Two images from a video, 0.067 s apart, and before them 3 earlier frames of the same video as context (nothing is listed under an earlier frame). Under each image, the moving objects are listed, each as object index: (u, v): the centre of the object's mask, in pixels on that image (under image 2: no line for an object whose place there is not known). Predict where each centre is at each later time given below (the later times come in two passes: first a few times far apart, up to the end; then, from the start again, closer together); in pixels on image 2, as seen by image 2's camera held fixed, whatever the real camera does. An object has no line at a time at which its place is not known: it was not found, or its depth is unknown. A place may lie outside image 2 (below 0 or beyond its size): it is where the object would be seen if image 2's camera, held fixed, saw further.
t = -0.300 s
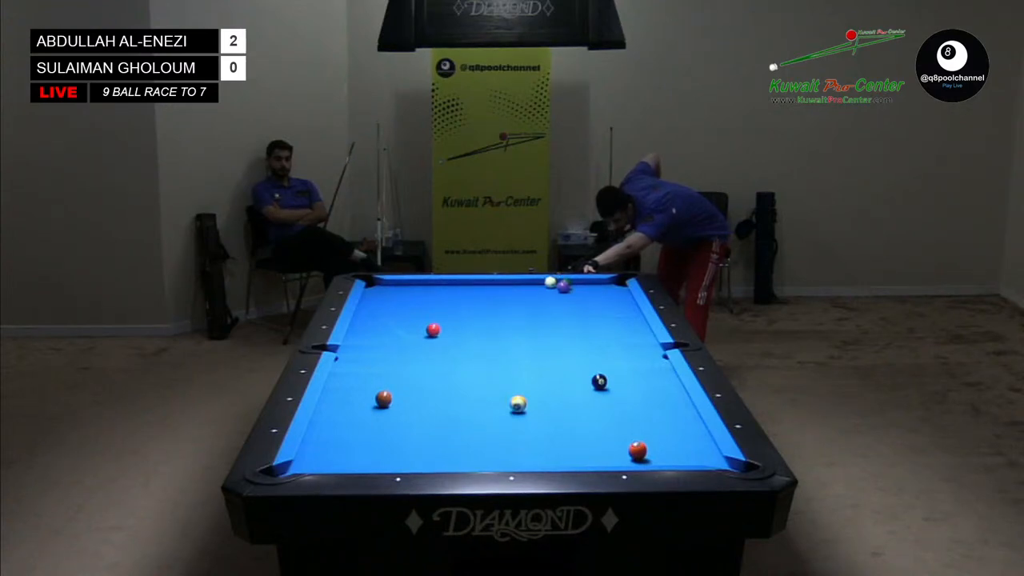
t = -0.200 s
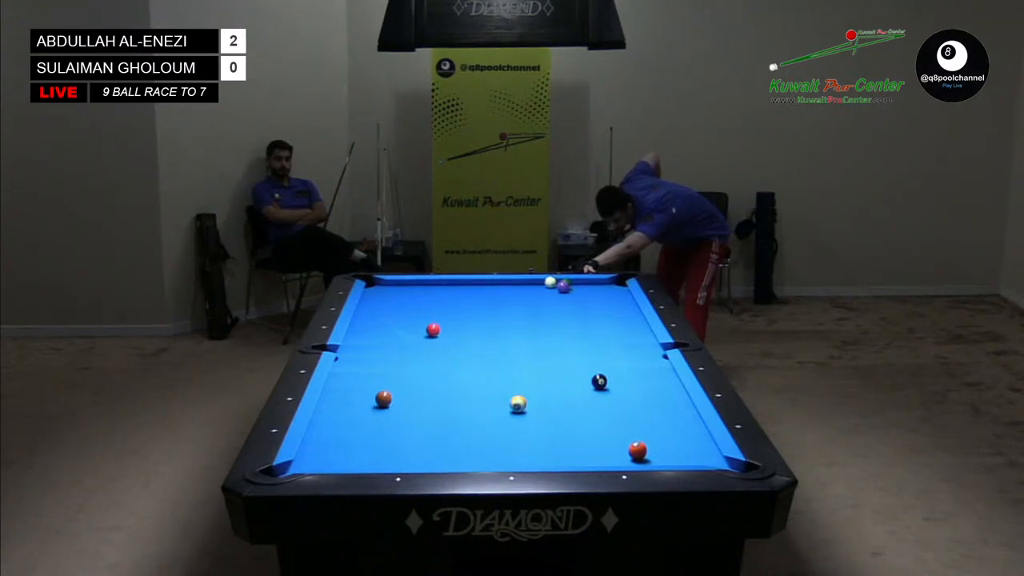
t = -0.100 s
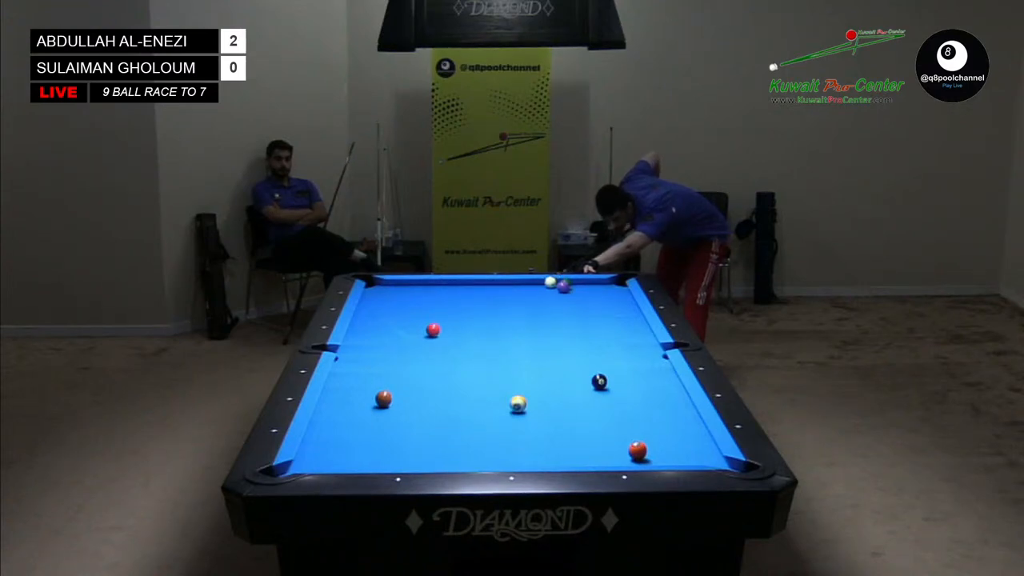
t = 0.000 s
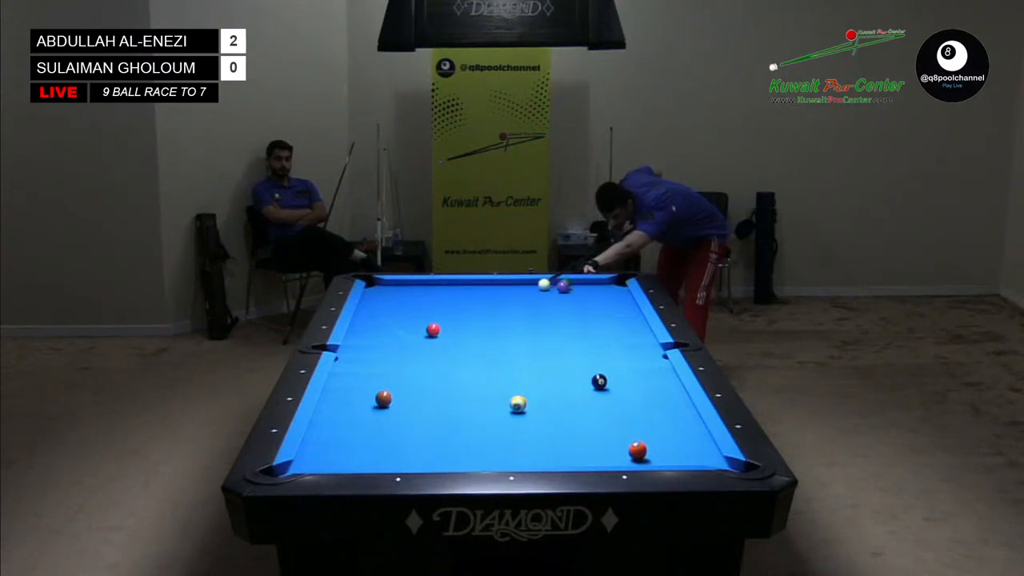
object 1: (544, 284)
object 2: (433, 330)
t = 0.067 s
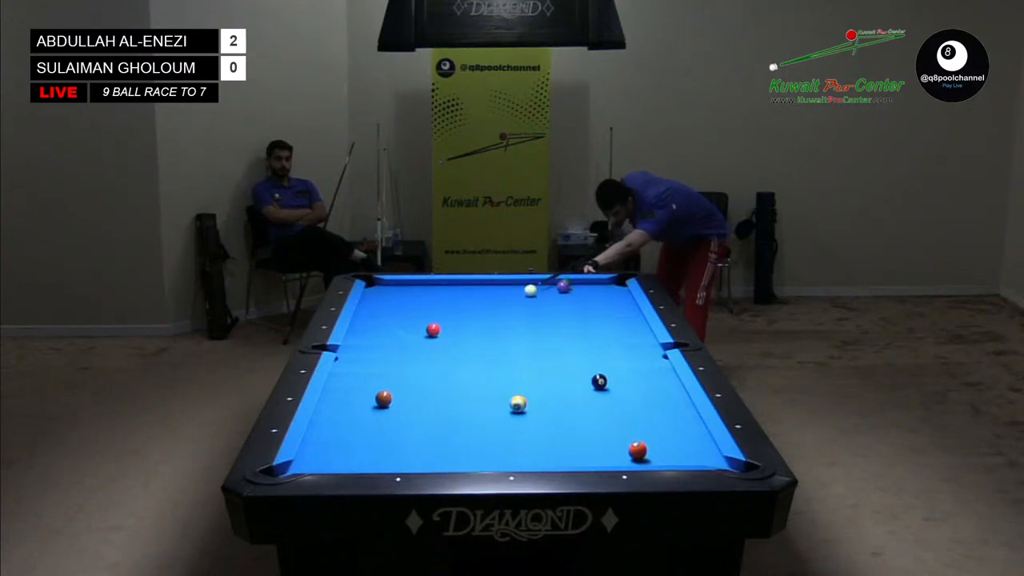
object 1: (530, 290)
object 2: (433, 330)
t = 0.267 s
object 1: (480, 312)
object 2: (433, 330)
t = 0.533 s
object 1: (457, 335)
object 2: (373, 342)
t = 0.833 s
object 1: (465, 354)
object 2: (344, 349)
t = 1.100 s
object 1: (470, 376)
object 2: (362, 352)
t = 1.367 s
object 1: (475, 400)
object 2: (378, 354)
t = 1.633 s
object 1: (479, 423)
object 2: (391, 356)
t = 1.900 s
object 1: (485, 453)
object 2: (406, 358)
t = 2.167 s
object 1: (489, 456)
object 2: (420, 360)
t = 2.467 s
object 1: (491, 440)
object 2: (432, 362)
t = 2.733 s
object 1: (493, 426)
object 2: (443, 364)
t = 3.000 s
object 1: (494, 413)
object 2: (452, 365)
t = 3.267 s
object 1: (495, 401)
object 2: (461, 366)
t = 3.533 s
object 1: (495, 391)
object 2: (468, 367)
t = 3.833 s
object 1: (496, 381)
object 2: (475, 368)
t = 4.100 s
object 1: (496, 372)
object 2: (480, 368)
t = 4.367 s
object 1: (501, 366)
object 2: (480, 368)
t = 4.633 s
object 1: (507, 360)
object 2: (478, 368)
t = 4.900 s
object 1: (513, 354)
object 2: (477, 368)
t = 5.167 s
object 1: (518, 349)
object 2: (477, 368)
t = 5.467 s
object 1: (523, 344)
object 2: (477, 368)
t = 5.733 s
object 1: (527, 340)
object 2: (477, 368)
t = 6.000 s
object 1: (531, 336)
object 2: (477, 368)
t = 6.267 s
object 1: (534, 333)
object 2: (477, 368)
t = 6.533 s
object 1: (537, 330)
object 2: (477, 368)
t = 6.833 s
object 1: (539, 328)
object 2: (477, 368)
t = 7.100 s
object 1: (541, 325)
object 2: (477, 368)
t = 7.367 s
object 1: (543, 323)
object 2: (477, 368)
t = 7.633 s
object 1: (544, 322)
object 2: (477, 368)
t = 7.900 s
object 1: (545, 321)
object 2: (477, 368)
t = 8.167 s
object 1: (545, 320)
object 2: (477, 368)
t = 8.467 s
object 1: (545, 319)
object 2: (477, 368)
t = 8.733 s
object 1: (545, 319)
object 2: (477, 368)
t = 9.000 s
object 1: (545, 318)
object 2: (477, 368)
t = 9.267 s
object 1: (545, 318)
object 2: (477, 368)
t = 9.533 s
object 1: (545, 318)
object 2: (477, 368)
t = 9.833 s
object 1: (545, 318)
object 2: (477, 368)
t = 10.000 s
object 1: (545, 318)
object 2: (477, 368)
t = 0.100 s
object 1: (521, 294)
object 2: (433, 330)
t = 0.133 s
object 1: (511, 298)
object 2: (433, 330)
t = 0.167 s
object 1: (501, 303)
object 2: (433, 330)
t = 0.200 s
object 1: (496, 305)
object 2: (433, 330)
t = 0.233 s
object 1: (491, 307)
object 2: (433, 330)
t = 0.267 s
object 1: (480, 312)
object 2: (433, 330)
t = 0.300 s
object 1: (469, 316)
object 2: (433, 330)
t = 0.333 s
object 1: (464, 319)
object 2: (433, 330)
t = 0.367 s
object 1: (453, 323)
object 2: (433, 330)
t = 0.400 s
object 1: (445, 328)
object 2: (429, 331)
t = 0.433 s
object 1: (447, 329)
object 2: (421, 332)
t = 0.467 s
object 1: (451, 331)
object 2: (404, 336)
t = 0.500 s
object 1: (454, 333)
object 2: (388, 339)
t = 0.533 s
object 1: (457, 335)
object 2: (373, 342)
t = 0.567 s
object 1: (460, 337)
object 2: (357, 345)
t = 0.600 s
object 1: (461, 338)
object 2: (350, 346)
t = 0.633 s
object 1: (462, 340)
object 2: (345, 348)
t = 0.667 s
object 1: (463, 342)
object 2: (340, 351)
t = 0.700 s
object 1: (464, 345)
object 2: (339, 352)
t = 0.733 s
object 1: (464, 346)
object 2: (340, 351)
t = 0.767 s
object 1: (465, 349)
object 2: (341, 349)
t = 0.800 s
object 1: (465, 352)
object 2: (344, 348)
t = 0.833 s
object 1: (465, 354)
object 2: (344, 349)
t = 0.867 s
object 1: (466, 357)
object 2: (347, 349)
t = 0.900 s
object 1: (467, 360)
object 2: (350, 349)
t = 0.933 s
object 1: (467, 363)
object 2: (352, 350)
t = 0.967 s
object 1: (468, 364)
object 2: (354, 350)
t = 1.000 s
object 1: (468, 367)
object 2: (356, 351)
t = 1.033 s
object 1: (469, 369)
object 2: (357, 351)
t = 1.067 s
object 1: (469, 372)
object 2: (359, 352)
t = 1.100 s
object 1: (470, 376)
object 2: (362, 352)
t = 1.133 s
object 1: (470, 377)
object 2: (363, 352)
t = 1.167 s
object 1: (471, 381)
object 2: (366, 352)
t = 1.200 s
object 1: (471, 384)
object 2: (368, 352)
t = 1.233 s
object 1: (472, 386)
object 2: (369, 353)
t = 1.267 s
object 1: (473, 389)
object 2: (371, 353)
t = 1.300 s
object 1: (473, 393)
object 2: (374, 353)
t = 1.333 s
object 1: (474, 396)
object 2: (376, 354)
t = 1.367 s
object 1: (475, 400)
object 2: (378, 354)
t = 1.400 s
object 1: (475, 401)
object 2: (379, 354)
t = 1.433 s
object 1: (475, 403)
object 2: (381, 354)
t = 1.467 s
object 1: (476, 407)
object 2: (383, 355)
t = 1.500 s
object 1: (477, 411)
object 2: (385, 355)
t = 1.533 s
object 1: (477, 413)
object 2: (386, 355)
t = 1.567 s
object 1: (478, 417)
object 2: (388, 356)
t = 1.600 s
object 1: (479, 421)
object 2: (391, 356)
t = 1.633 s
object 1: (479, 423)
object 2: (391, 356)
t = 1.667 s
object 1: (480, 427)
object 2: (394, 357)
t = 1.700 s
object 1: (481, 431)
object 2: (396, 357)
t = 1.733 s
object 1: (481, 435)
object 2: (398, 357)
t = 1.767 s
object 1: (482, 439)
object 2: (400, 357)
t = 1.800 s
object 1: (483, 442)
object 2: (401, 358)
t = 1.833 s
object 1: (483, 444)
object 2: (402, 358)
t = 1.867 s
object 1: (484, 448)
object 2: (404, 358)
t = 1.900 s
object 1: (485, 453)
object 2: (406, 358)
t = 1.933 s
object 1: (485, 455)
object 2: (407, 359)
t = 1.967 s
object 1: (486, 458)
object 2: (409, 359)
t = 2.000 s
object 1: (487, 461)
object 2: (411, 359)
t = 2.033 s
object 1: (487, 462)
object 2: (412, 359)
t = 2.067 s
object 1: (488, 461)
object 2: (414, 360)
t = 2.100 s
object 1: (488, 460)
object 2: (416, 360)
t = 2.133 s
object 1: (489, 458)
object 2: (418, 360)
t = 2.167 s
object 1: (489, 456)
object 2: (420, 360)
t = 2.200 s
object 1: (489, 455)
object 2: (421, 361)
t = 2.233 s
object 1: (489, 454)
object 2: (421, 361)
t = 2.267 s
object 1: (490, 451)
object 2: (423, 361)
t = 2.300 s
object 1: (490, 449)
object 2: (425, 361)
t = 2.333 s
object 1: (490, 448)
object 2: (426, 361)
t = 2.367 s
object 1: (490, 445)
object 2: (428, 362)
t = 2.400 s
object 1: (491, 443)
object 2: (429, 362)
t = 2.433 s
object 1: (491, 442)
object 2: (430, 362)
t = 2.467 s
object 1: (491, 440)
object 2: (432, 362)
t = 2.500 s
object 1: (491, 437)
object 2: (434, 362)
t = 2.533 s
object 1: (492, 435)
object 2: (436, 362)
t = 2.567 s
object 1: (492, 433)
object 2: (437, 363)
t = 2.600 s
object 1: (492, 432)
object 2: (438, 363)
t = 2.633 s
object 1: (492, 431)
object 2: (439, 363)
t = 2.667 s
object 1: (492, 429)
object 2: (440, 363)
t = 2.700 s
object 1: (493, 427)
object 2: (442, 364)
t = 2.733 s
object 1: (493, 426)
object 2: (443, 364)
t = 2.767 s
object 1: (493, 424)
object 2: (444, 364)
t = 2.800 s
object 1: (493, 422)
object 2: (445, 364)
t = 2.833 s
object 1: (493, 421)
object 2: (446, 364)
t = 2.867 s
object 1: (493, 419)
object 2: (448, 365)
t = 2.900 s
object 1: (494, 417)
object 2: (449, 365)
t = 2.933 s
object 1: (494, 415)
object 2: (450, 365)
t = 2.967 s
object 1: (494, 413)
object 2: (452, 365)
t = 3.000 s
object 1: (494, 413)
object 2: (452, 365)
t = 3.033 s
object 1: (494, 412)
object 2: (453, 366)
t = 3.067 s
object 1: (494, 410)
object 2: (455, 366)
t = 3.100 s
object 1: (494, 408)
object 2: (456, 366)
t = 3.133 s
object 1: (494, 407)
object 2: (457, 366)
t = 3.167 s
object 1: (494, 406)
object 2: (458, 366)
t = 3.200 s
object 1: (494, 404)
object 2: (459, 366)
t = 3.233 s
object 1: (494, 403)
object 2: (460, 366)
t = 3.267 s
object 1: (495, 401)
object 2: (461, 366)
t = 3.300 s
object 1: (495, 400)
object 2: (462, 367)
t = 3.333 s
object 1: (495, 398)
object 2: (463, 367)
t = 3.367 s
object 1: (495, 397)
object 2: (464, 367)
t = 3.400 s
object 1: (495, 396)
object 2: (465, 367)
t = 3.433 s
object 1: (495, 395)
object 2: (466, 367)
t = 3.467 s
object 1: (495, 394)
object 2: (467, 367)
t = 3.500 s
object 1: (495, 392)
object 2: (468, 367)
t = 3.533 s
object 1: (495, 391)
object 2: (468, 367)
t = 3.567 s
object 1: (495, 390)
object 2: (469, 367)
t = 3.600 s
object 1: (495, 389)
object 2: (470, 367)
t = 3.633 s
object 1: (495, 388)
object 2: (471, 368)
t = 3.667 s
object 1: (495, 386)
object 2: (472, 367)
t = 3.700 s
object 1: (496, 385)
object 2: (472, 368)
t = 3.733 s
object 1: (496, 384)
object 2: (474, 368)
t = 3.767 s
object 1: (496, 382)
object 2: (474, 368)
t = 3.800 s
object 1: (496, 382)
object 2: (475, 368)
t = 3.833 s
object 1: (496, 381)
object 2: (475, 368)
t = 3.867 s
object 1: (496, 380)
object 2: (476, 368)
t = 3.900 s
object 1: (496, 378)
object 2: (477, 368)
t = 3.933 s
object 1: (496, 378)
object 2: (477, 368)
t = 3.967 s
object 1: (496, 377)
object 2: (478, 368)
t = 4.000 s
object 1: (496, 376)
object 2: (479, 368)
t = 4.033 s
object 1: (496, 375)
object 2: (479, 368)
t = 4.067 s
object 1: (496, 374)
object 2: (480, 368)
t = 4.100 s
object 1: (496, 372)
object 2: (480, 368)
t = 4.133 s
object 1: (497, 371)
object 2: (481, 368)
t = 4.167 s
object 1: (497, 370)
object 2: (481, 368)
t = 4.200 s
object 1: (497, 370)
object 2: (482, 368)
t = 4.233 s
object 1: (497, 369)
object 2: (482, 368)
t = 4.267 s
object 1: (498, 368)
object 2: (481, 368)
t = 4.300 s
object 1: (499, 367)
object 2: (481, 368)
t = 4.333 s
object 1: (500, 367)
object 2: (481, 368)
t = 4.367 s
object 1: (501, 366)
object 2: (480, 368)
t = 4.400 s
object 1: (502, 365)
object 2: (480, 368)
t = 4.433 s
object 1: (502, 364)
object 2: (480, 368)
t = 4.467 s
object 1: (503, 363)
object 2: (480, 368)
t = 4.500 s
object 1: (504, 362)
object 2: (479, 368)
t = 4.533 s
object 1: (505, 362)
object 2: (479, 368)
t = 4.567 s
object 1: (506, 361)
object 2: (479, 368)
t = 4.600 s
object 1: (506, 360)
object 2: (479, 368)
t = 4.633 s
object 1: (507, 360)
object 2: (478, 368)
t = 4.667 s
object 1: (508, 359)
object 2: (478, 368)
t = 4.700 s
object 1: (509, 358)
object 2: (478, 368)
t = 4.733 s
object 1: (509, 358)
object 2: (478, 368)
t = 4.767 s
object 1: (510, 357)
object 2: (478, 368)
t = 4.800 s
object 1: (511, 356)
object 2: (477, 368)
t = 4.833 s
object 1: (511, 355)
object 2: (477, 368)
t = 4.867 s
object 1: (512, 355)
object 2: (477, 368)
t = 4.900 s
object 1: (513, 354)
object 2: (477, 368)
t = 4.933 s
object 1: (514, 353)
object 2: (477, 367)
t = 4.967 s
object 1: (514, 352)
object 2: (477, 368)
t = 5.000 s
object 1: (515, 352)
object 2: (477, 368)
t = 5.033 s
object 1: (515, 351)
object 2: (477, 368)
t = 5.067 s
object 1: (516, 351)
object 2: (477, 368)
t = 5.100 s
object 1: (517, 350)
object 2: (477, 368)
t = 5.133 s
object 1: (517, 350)
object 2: (477, 368)
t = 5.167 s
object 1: (518, 349)
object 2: (477, 368)
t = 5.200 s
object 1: (518, 348)
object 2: (477, 368)
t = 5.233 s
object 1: (519, 348)
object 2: (477, 368)
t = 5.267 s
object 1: (519, 347)
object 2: (477, 368)
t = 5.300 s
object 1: (520, 346)
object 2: (477, 368)
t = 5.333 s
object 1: (521, 346)
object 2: (477, 368)
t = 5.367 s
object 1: (521, 345)
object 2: (477, 368)
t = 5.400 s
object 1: (522, 345)
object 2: (477, 368)
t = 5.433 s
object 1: (522, 345)
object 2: (477, 368)
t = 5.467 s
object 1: (523, 344)
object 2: (477, 368)
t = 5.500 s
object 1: (524, 343)
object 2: (477, 368)
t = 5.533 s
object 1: (524, 343)
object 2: (477, 368)
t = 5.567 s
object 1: (524, 342)
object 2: (477, 368)
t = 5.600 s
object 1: (525, 342)
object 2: (477, 368)
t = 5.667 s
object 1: (526, 341)
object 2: (477, 367)
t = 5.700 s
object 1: (527, 340)
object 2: (477, 368)
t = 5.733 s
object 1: (527, 340)
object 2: (477, 368)
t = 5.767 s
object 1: (528, 339)
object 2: (477, 368)
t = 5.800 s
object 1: (528, 339)
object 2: (477, 368)
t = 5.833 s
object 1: (528, 339)
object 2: (477, 368)
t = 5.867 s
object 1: (529, 338)
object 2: (477, 368)
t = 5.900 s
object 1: (529, 338)
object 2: (477, 368)
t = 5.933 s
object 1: (530, 337)
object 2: (477, 367)
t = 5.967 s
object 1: (530, 337)
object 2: (477, 368)
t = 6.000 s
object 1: (531, 336)
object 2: (477, 368)
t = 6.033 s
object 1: (531, 336)
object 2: (477, 368)
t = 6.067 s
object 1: (531, 336)
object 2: (477, 368)
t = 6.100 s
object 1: (532, 335)
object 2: (477, 368)
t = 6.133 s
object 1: (532, 335)
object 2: (477, 368)
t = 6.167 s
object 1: (533, 334)
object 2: (477, 368)
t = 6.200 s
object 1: (533, 334)
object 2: (477, 368)
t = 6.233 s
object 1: (533, 334)
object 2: (477, 368)
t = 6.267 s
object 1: (534, 333)
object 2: (477, 368)
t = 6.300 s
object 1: (534, 333)
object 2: (477, 368)
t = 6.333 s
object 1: (535, 332)
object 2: (477, 368)
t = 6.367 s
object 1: (535, 332)
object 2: (477, 368)
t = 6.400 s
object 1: (535, 332)
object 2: (477, 368)
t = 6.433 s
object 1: (535, 332)
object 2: (477, 368)
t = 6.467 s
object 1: (536, 331)
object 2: (477, 368)
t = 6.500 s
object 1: (537, 331)
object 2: (477, 368)
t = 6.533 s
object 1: (537, 330)
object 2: (477, 368)
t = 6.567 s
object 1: (537, 330)
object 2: (477, 368)
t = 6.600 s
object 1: (537, 330)
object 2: (477, 368)
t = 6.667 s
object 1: (538, 329)
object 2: (477, 368)
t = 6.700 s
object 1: (538, 329)
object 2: (477, 368)
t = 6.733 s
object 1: (538, 329)
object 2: (477, 368)
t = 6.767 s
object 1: (539, 328)
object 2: (477, 368)
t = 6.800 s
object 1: (539, 328)
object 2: (477, 368)
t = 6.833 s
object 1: (539, 328)
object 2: (477, 368)
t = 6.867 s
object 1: (540, 327)
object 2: (477, 368)
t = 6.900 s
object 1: (540, 327)
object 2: (477, 368)
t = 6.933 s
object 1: (540, 326)
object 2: (477, 368)
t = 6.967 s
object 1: (541, 326)
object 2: (477, 368)
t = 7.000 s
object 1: (541, 326)
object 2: (477, 368)
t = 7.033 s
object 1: (541, 326)
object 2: (477, 368)
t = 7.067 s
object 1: (541, 325)
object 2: (477, 368)
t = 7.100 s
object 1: (541, 325)
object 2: (477, 368)
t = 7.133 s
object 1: (542, 325)
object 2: (477, 368)
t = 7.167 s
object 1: (542, 325)
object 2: (477, 368)
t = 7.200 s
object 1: (542, 324)
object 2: (477, 368)
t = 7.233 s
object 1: (542, 324)
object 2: (477, 368)
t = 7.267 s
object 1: (542, 324)
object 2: (477, 368)
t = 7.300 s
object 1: (543, 324)
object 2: (477, 368)
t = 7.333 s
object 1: (543, 323)
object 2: (477, 368)
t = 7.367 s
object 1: (543, 323)
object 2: (477, 368)
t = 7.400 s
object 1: (543, 323)
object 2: (477, 368)
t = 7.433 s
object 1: (543, 323)
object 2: (477, 368)
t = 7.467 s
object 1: (544, 323)
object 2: (477, 368)
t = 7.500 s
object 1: (544, 323)
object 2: (477, 368)
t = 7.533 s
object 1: (544, 322)
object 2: (477, 368)
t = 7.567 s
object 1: (544, 322)
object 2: (477, 368)
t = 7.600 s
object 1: (544, 322)
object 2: (477, 368)
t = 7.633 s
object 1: (544, 322)
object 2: (477, 368)
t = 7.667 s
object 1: (544, 322)
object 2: (477, 368)
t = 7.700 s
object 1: (544, 322)
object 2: (477, 368)
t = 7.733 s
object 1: (545, 321)
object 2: (477, 368)
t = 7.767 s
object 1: (545, 321)
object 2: (477, 368)
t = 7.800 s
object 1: (545, 321)
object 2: (477, 368)
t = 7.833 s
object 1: (545, 321)
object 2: (477, 368)
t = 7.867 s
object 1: (545, 321)
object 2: (477, 368)
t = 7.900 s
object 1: (545, 321)
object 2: (477, 368)
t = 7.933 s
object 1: (545, 320)
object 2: (477, 368)
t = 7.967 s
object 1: (545, 320)
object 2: (477, 368)
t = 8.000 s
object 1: (545, 320)
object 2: (477, 368)
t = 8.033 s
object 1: (545, 320)
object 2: (477, 368)
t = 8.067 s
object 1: (545, 320)
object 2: (477, 368)
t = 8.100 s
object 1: (545, 320)
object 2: (477, 368)
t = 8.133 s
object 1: (545, 320)
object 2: (477, 368)
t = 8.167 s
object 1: (545, 320)
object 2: (477, 368)
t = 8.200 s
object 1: (545, 319)
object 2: (477, 368)
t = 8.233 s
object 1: (545, 319)
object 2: (477, 368)
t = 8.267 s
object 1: (545, 319)
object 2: (477, 368)
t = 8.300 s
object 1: (545, 319)
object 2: (477, 368)
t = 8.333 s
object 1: (545, 319)
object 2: (477, 368)
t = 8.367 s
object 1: (545, 319)
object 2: (477, 368)
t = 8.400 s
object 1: (545, 319)
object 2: (477, 368)
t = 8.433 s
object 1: (545, 319)
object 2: (477, 368)
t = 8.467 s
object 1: (545, 319)
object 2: (477, 368)
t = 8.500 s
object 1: (545, 319)
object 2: (477, 368)
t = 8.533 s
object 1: (545, 319)
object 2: (477, 368)
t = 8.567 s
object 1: (545, 319)
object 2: (477, 368)
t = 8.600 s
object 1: (545, 319)
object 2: (477, 368)
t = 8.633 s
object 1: (545, 319)
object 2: (477, 368)
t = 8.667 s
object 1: (545, 319)
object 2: (477, 368)
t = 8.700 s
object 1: (545, 319)
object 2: (477, 368)
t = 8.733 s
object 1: (545, 319)
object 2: (477, 368)
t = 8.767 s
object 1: (545, 318)
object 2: (477, 368)
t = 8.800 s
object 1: (545, 318)
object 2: (477, 368)
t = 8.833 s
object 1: (545, 318)
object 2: (477, 368)
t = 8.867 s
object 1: (545, 318)
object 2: (477, 368)
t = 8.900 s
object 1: (545, 318)
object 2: (477, 368)
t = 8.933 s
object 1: (545, 318)
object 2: (477, 368)
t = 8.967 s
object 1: (545, 318)
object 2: (477, 368)
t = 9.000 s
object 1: (545, 318)
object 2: (477, 368)
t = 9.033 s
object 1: (545, 318)
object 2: (477, 368)
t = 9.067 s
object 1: (545, 318)
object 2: (477, 368)
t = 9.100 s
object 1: (545, 318)
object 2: (477, 368)
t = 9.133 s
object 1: (545, 318)
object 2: (477, 368)
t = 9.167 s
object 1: (545, 318)
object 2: (477, 368)
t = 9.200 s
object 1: (545, 318)
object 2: (477, 368)
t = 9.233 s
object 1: (545, 318)
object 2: (477, 368)
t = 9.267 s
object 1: (545, 318)
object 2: (477, 368)
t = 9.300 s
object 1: (545, 318)
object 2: (477, 368)
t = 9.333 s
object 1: (545, 318)
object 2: (477, 368)
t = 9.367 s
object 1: (545, 318)
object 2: (477, 368)
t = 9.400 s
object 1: (545, 318)
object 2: (477, 368)
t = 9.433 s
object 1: (545, 318)
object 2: (477, 368)
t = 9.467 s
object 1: (545, 318)
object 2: (477, 368)
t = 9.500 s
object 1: (545, 318)
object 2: (477, 368)
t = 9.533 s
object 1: (545, 318)
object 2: (477, 368)
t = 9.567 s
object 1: (545, 318)
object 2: (477, 368)
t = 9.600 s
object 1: (545, 318)
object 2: (477, 368)
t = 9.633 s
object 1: (545, 318)
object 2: (477, 367)
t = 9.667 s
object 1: (545, 318)
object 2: (477, 368)
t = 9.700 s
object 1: (545, 318)
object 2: (477, 368)
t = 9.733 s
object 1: (545, 318)
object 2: (477, 368)
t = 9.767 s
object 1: (545, 318)
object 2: (477, 368)
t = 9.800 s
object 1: (545, 318)
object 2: (477, 368)
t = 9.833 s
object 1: (545, 318)
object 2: (477, 368)
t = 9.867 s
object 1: (545, 318)
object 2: (477, 368)
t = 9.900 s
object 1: (545, 318)
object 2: (477, 368)
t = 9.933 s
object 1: (545, 318)
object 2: (477, 368)
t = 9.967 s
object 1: (545, 318)
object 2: (477, 368)
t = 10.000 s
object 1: (545, 318)
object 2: (477, 368)
